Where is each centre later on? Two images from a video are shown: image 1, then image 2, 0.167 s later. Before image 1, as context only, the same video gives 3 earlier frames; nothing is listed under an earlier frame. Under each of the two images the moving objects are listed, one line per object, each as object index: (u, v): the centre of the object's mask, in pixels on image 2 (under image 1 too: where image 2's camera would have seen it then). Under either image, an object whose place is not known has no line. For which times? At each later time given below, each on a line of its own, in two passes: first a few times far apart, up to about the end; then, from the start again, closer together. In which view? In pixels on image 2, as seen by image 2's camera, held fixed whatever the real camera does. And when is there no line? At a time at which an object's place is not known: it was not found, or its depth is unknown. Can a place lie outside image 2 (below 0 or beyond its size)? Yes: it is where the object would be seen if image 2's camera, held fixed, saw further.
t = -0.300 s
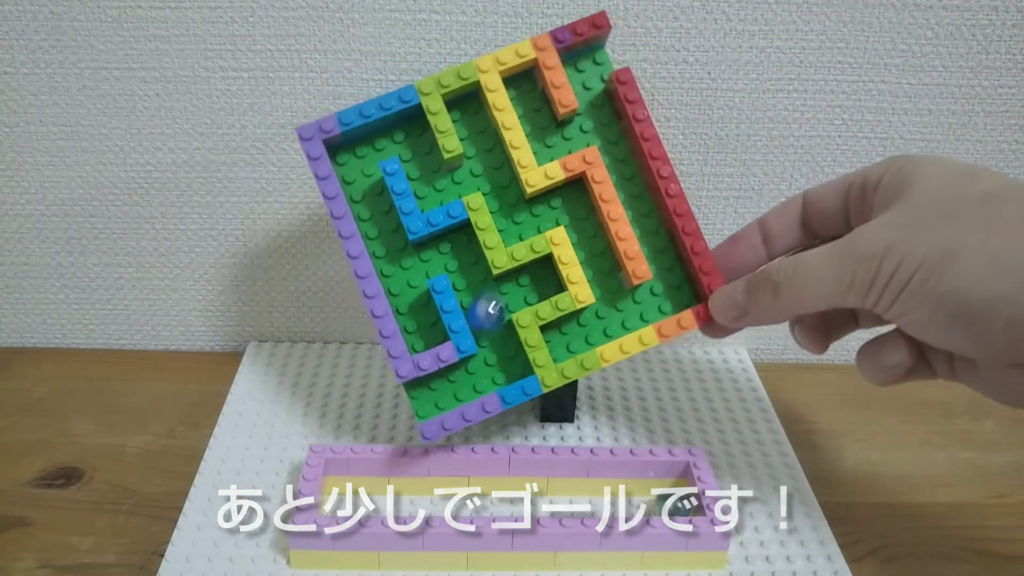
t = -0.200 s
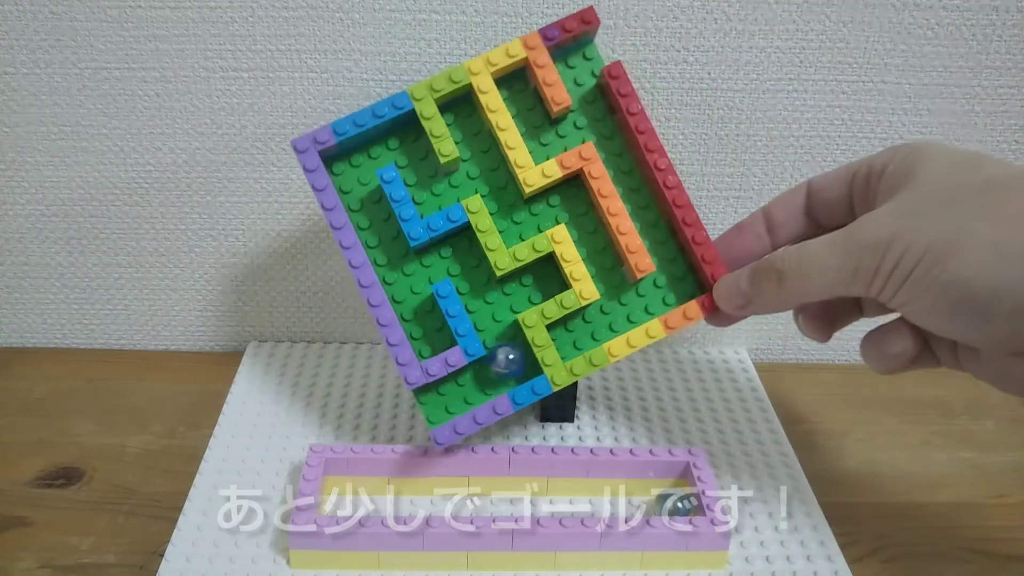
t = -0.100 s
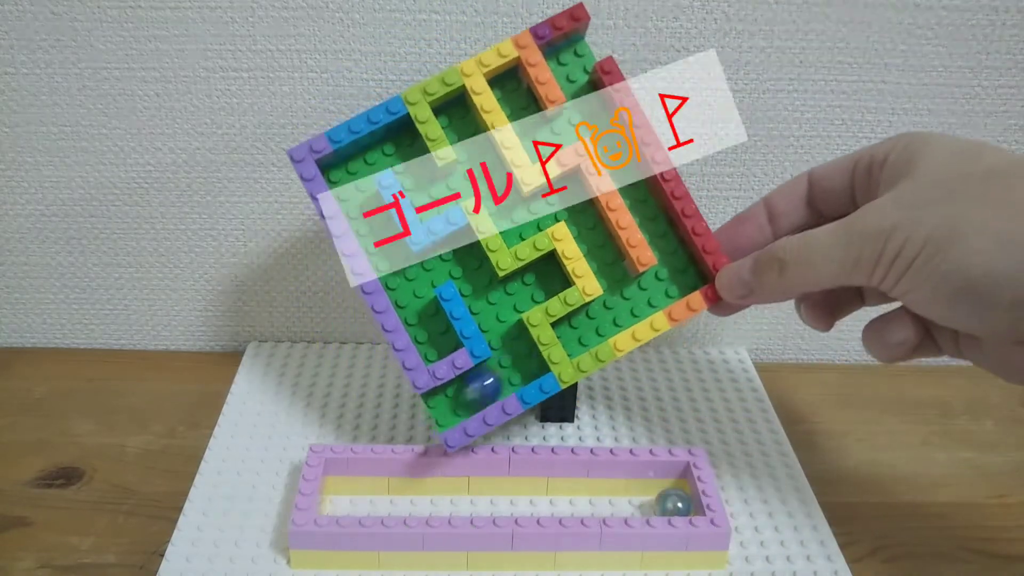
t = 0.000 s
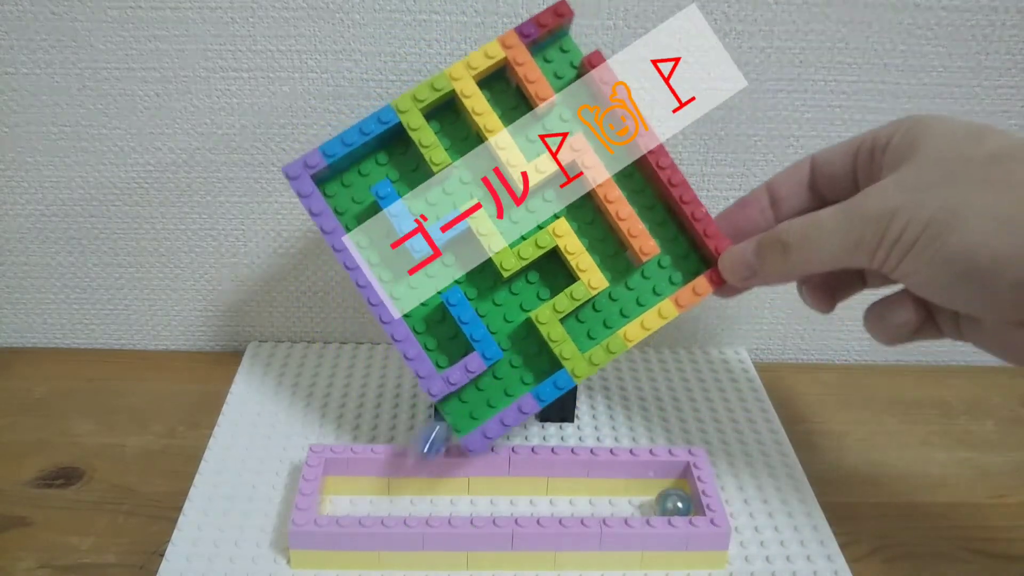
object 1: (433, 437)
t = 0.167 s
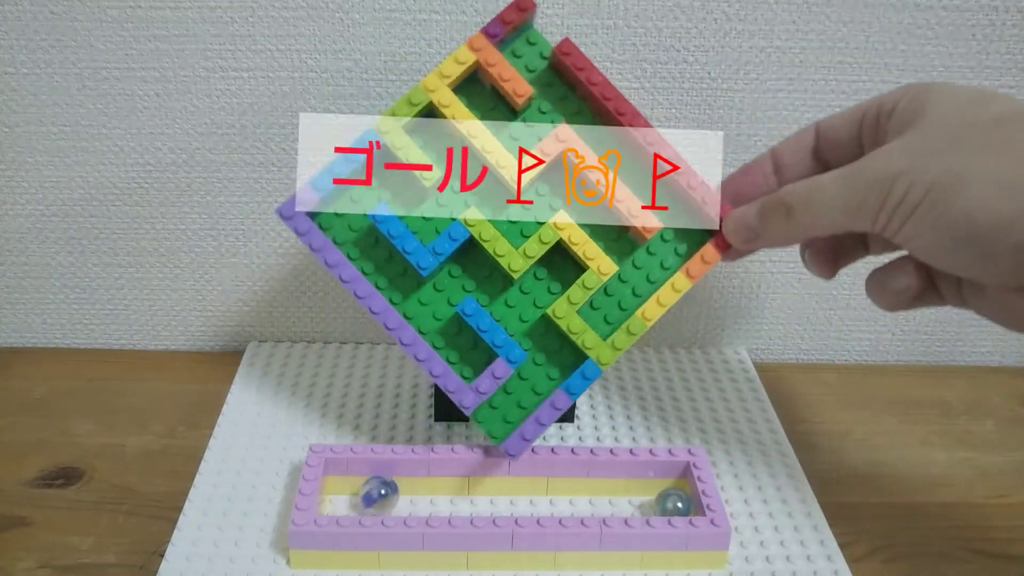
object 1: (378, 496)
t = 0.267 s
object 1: (377, 494)
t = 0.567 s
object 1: (385, 494)
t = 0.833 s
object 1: (385, 494)
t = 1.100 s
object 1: (386, 494)
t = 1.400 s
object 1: (386, 494)
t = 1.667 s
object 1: (386, 494)
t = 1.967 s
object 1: (386, 494)
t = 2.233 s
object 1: (386, 494)
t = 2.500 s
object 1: (386, 494)
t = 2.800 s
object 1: (386, 494)
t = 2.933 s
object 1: (385, 494)
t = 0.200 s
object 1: (376, 493)
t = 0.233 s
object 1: (376, 494)
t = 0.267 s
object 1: (377, 494)
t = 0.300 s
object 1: (380, 493)
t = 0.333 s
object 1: (385, 494)
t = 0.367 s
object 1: (389, 493)
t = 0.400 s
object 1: (389, 493)
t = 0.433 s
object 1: (386, 494)
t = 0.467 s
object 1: (383, 493)
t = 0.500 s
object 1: (385, 494)
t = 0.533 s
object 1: (387, 493)
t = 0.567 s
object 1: (385, 494)
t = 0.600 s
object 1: (386, 494)
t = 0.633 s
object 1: (386, 494)
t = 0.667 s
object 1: (386, 494)
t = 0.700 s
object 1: (386, 493)
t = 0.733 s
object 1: (386, 494)
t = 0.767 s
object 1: (386, 494)
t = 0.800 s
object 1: (386, 494)
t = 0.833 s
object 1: (385, 494)
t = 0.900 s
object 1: (386, 494)
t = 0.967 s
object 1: (386, 494)
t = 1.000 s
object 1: (386, 494)
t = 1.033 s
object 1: (386, 494)
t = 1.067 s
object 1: (385, 494)
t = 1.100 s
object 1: (386, 494)
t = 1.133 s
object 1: (386, 494)
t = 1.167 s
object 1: (386, 494)
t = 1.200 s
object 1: (386, 494)
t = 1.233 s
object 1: (386, 494)
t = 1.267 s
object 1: (386, 494)
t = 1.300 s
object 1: (385, 494)
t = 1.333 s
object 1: (385, 494)
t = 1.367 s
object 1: (386, 494)
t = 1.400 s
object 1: (386, 494)
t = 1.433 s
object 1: (386, 494)
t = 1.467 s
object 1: (386, 494)
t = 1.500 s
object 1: (386, 494)
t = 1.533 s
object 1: (386, 494)
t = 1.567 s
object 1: (386, 494)
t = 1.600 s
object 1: (385, 494)
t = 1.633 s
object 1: (386, 494)
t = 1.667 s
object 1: (386, 494)
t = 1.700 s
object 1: (386, 494)
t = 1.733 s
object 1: (386, 494)
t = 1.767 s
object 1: (386, 494)
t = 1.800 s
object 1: (386, 494)
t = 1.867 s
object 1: (385, 494)
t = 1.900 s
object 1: (386, 494)
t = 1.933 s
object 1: (386, 494)
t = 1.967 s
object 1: (386, 494)
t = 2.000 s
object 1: (386, 494)
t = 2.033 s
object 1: (386, 494)
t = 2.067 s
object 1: (386, 494)
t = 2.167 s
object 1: (386, 494)
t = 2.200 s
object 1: (386, 494)
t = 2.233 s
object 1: (386, 494)
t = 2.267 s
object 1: (386, 494)
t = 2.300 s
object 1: (386, 494)
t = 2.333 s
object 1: (385, 494)
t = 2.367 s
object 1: (386, 494)
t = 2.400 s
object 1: (386, 494)
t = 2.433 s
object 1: (386, 494)
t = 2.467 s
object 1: (386, 494)
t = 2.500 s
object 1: (386, 494)
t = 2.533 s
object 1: (386, 494)
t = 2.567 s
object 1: (386, 494)
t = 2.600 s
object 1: (386, 494)
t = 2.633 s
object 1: (386, 494)
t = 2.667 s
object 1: (386, 494)
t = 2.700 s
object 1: (386, 494)
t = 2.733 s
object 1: (386, 494)
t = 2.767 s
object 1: (386, 494)
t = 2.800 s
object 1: (386, 494)
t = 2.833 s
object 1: (385, 494)
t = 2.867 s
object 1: (386, 494)
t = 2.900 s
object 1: (386, 494)
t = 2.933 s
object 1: (385, 494)
